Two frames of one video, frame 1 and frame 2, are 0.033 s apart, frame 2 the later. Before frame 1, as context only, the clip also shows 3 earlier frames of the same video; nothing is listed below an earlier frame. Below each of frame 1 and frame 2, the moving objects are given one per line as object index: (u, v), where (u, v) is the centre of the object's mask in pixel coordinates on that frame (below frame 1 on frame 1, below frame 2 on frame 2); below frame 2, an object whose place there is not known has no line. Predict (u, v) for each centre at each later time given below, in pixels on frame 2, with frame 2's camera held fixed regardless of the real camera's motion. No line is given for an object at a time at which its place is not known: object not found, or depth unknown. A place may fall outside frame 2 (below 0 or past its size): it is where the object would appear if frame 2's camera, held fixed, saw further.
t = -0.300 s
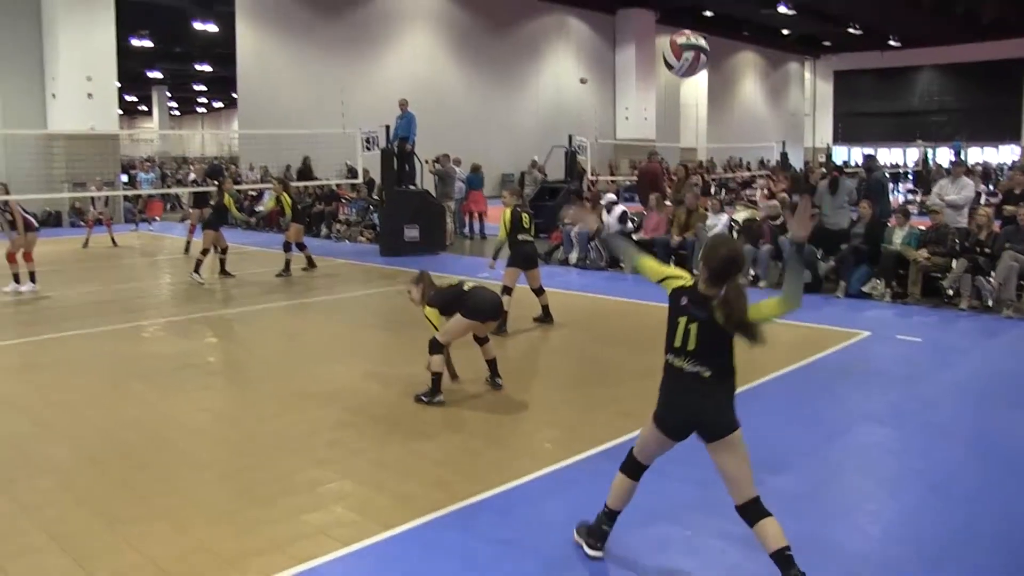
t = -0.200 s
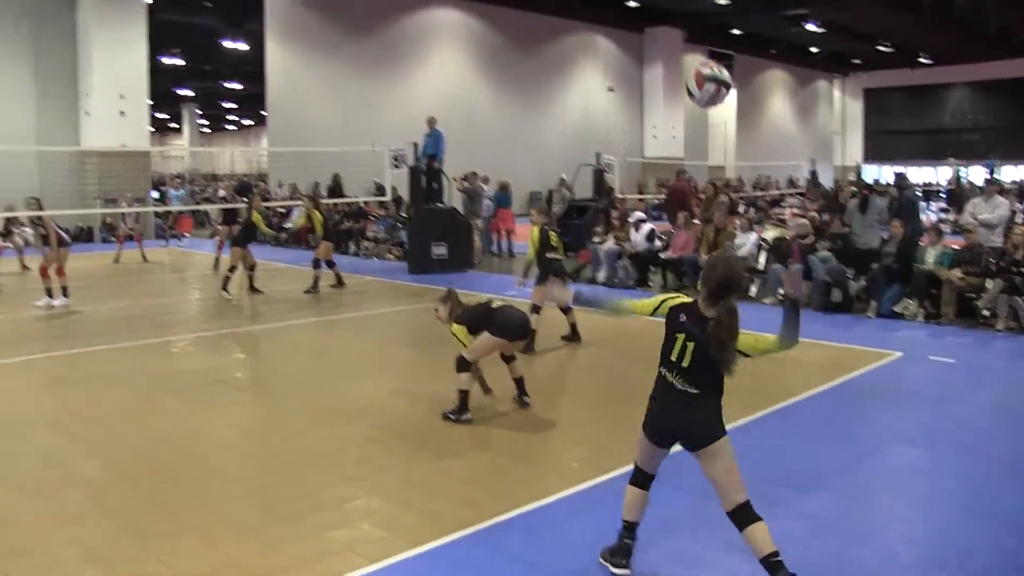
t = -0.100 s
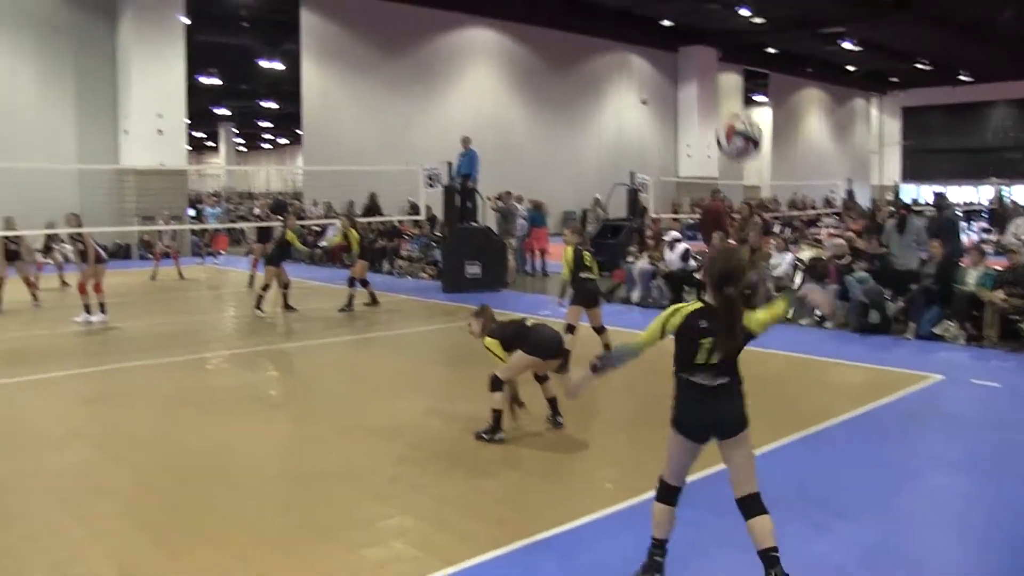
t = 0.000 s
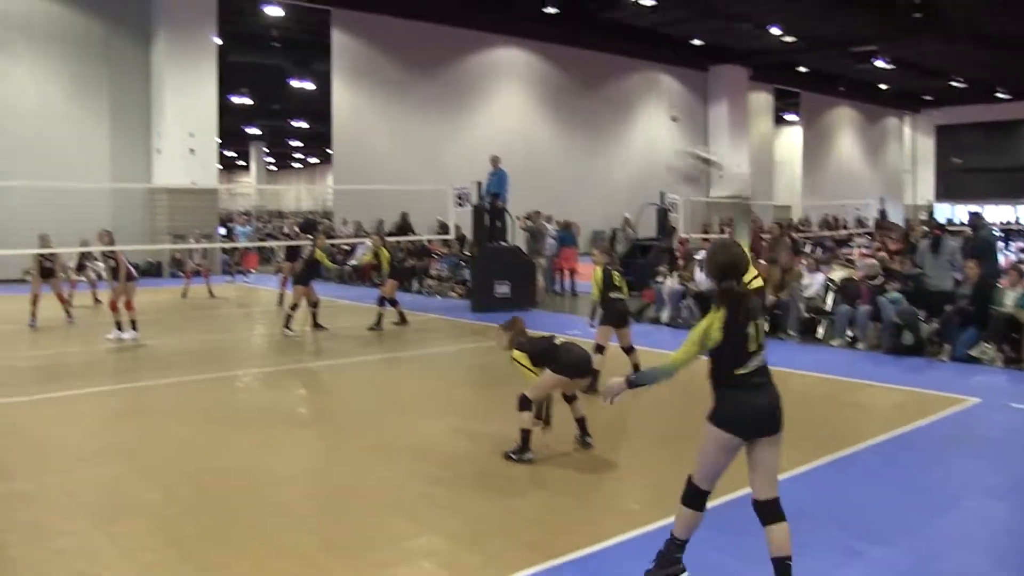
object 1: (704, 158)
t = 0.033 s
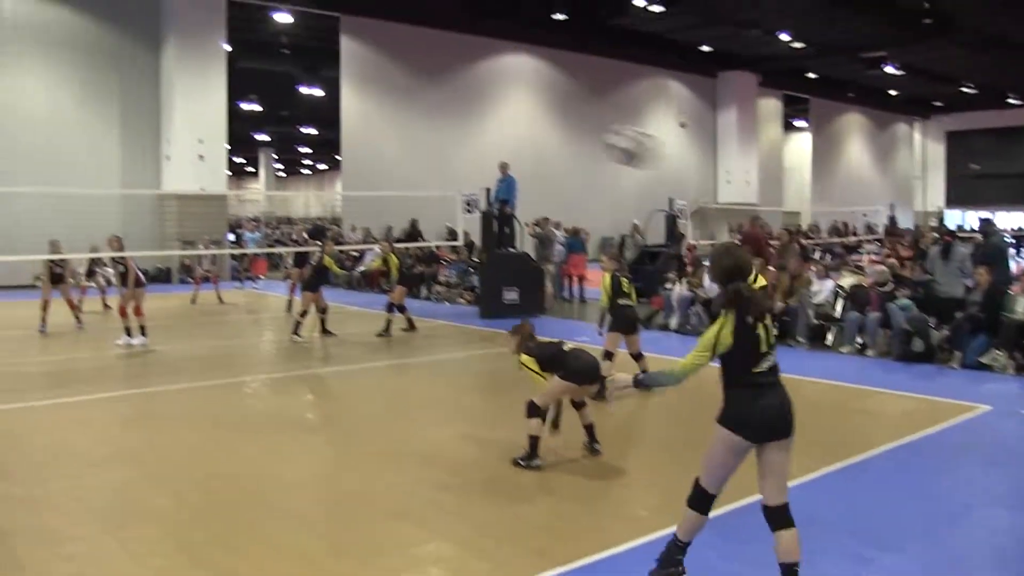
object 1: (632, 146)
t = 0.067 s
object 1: (571, 126)
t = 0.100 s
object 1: (513, 109)
